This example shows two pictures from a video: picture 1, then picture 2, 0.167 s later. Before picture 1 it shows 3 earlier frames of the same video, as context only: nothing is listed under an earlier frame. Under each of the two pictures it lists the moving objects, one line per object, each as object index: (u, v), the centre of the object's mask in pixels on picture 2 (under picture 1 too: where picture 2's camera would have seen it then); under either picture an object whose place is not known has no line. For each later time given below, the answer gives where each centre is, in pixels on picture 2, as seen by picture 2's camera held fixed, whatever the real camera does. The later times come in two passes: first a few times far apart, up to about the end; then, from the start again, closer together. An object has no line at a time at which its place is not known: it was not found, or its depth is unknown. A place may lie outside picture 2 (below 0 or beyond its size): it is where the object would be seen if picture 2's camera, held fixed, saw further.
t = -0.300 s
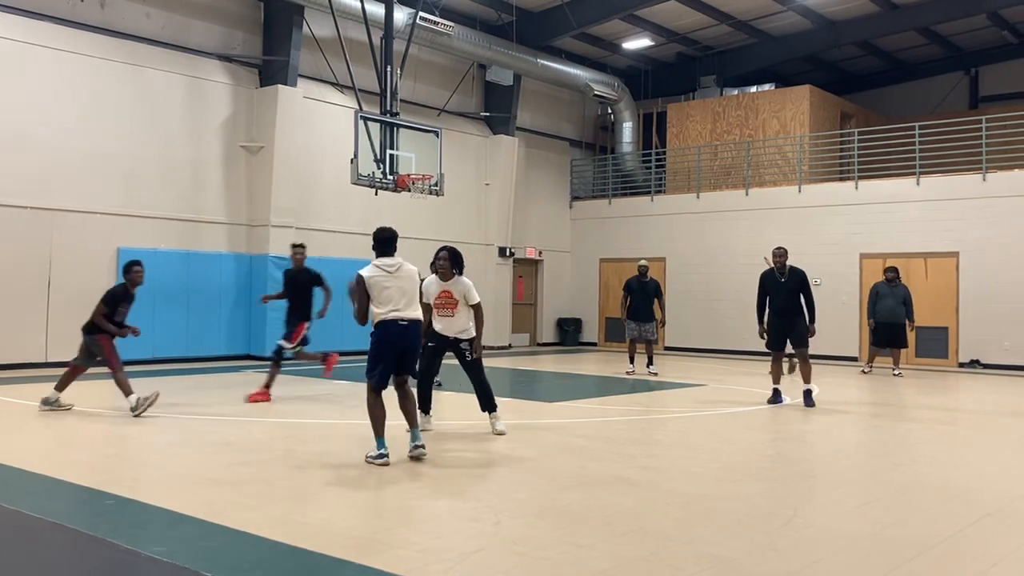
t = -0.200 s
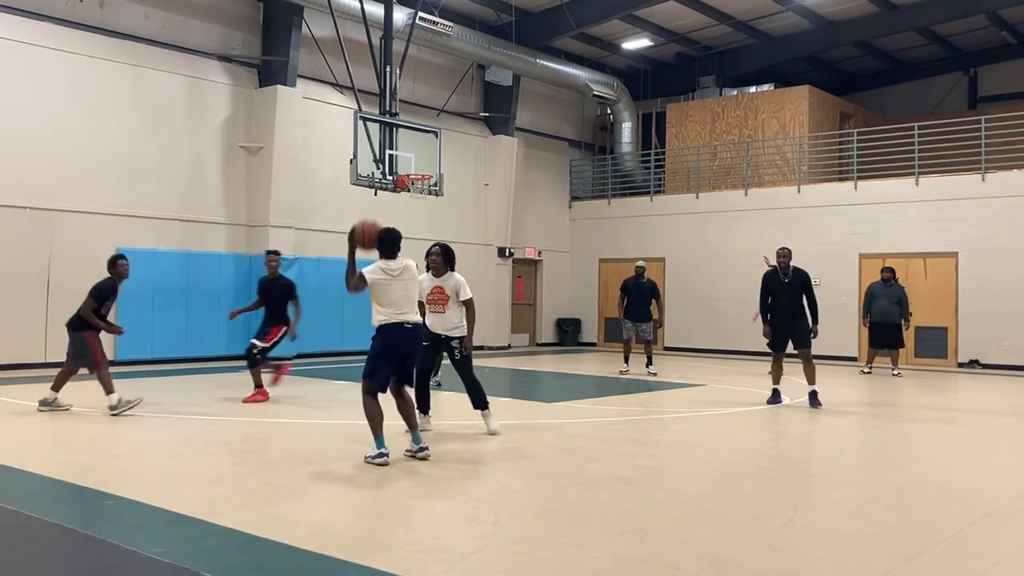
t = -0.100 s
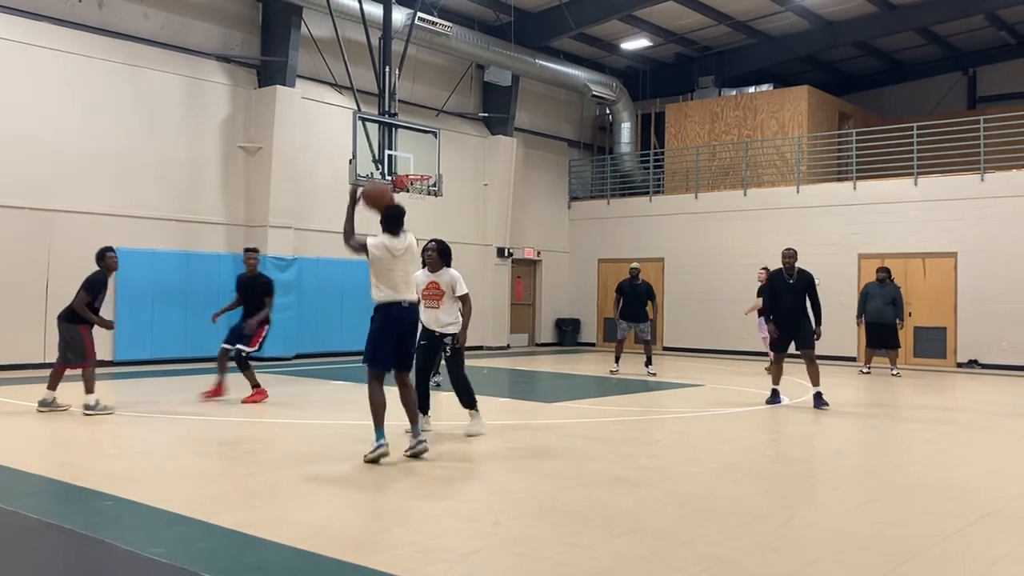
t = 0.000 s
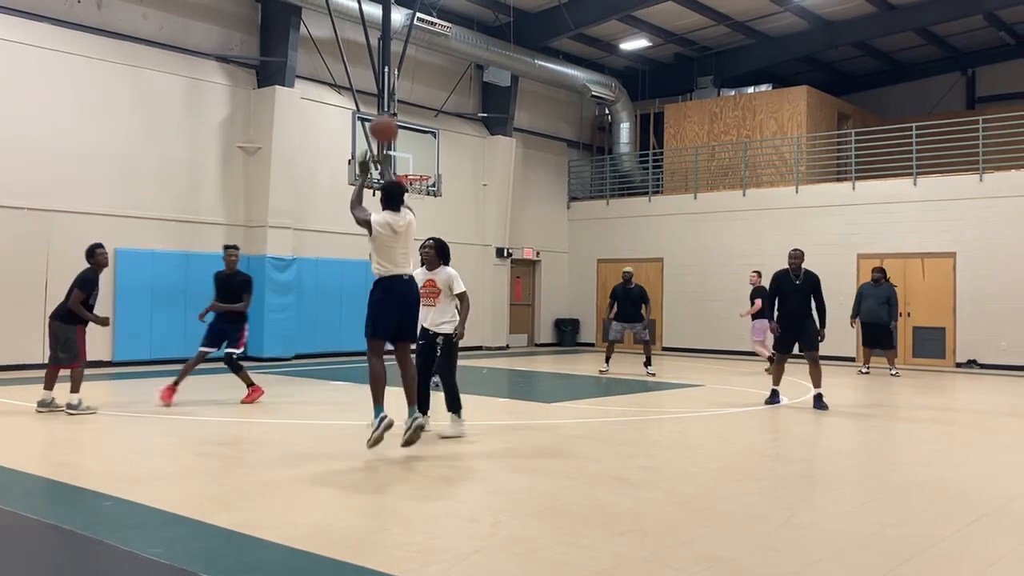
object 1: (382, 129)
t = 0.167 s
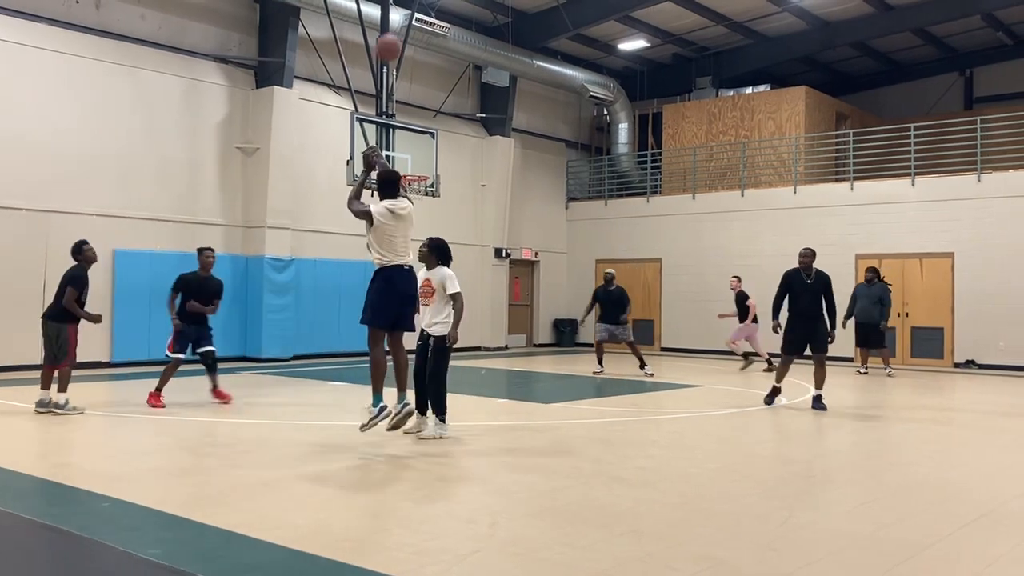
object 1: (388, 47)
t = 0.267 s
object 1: (391, 21)
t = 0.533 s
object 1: (398, 6)
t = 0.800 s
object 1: (402, 45)
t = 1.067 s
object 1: (404, 120)
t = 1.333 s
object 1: (434, 156)
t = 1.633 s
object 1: (495, 143)
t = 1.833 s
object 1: (535, 165)
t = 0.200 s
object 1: (389, 38)
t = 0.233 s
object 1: (392, 28)
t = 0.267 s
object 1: (391, 21)
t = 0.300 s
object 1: (393, 14)
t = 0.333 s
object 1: (394, 10)
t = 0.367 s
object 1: (394, 8)
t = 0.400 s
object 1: (395, 6)
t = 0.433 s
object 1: (396, 6)
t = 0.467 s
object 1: (397, 5)
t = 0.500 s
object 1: (398, 6)
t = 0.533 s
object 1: (398, 6)
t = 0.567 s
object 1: (399, 8)
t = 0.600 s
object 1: (399, 10)
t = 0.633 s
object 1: (399, 15)
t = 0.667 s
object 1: (400, 19)
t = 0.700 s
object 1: (400, 26)
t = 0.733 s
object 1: (400, 31)
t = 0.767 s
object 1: (402, 38)
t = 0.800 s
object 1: (402, 45)
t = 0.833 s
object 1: (402, 53)
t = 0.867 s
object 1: (402, 61)
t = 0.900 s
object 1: (403, 70)
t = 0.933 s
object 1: (403, 81)
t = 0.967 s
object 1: (403, 90)
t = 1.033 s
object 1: (404, 109)
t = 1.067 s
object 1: (404, 120)
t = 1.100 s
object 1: (404, 132)
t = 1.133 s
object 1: (404, 144)
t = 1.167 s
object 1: (404, 155)
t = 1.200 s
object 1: (405, 167)
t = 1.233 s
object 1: (413, 171)
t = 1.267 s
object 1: (420, 166)
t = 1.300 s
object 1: (427, 161)
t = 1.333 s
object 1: (434, 156)
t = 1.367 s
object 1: (441, 152)
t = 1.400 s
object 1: (447, 148)
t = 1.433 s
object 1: (454, 145)
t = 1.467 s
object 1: (461, 143)
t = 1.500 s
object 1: (468, 142)
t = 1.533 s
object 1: (475, 141)
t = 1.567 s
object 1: (481, 141)
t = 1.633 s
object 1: (495, 143)
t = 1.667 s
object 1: (502, 145)
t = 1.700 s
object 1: (508, 147)
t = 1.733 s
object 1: (515, 150)
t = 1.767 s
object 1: (522, 155)
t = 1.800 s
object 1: (529, 159)
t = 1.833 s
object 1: (535, 165)
